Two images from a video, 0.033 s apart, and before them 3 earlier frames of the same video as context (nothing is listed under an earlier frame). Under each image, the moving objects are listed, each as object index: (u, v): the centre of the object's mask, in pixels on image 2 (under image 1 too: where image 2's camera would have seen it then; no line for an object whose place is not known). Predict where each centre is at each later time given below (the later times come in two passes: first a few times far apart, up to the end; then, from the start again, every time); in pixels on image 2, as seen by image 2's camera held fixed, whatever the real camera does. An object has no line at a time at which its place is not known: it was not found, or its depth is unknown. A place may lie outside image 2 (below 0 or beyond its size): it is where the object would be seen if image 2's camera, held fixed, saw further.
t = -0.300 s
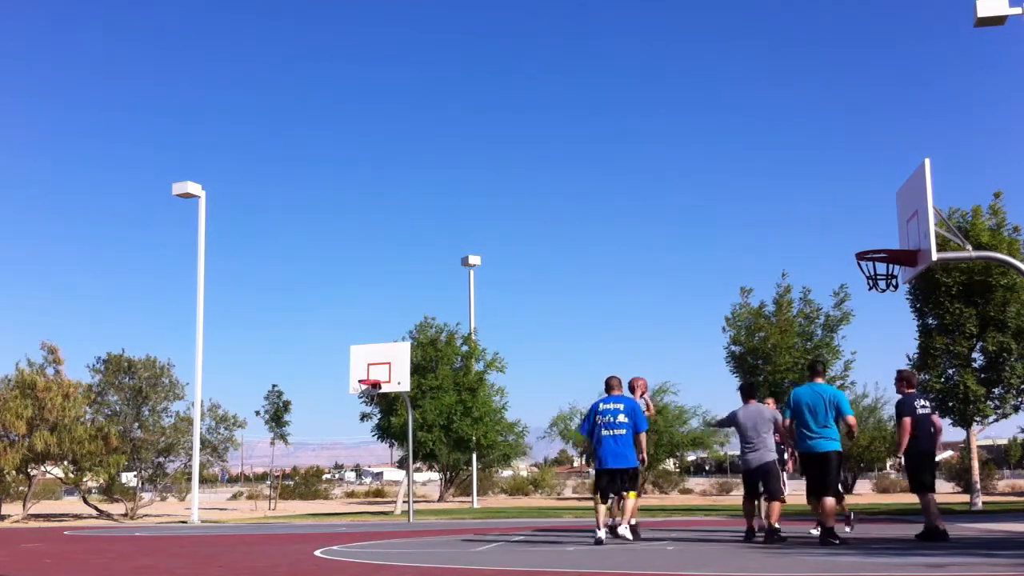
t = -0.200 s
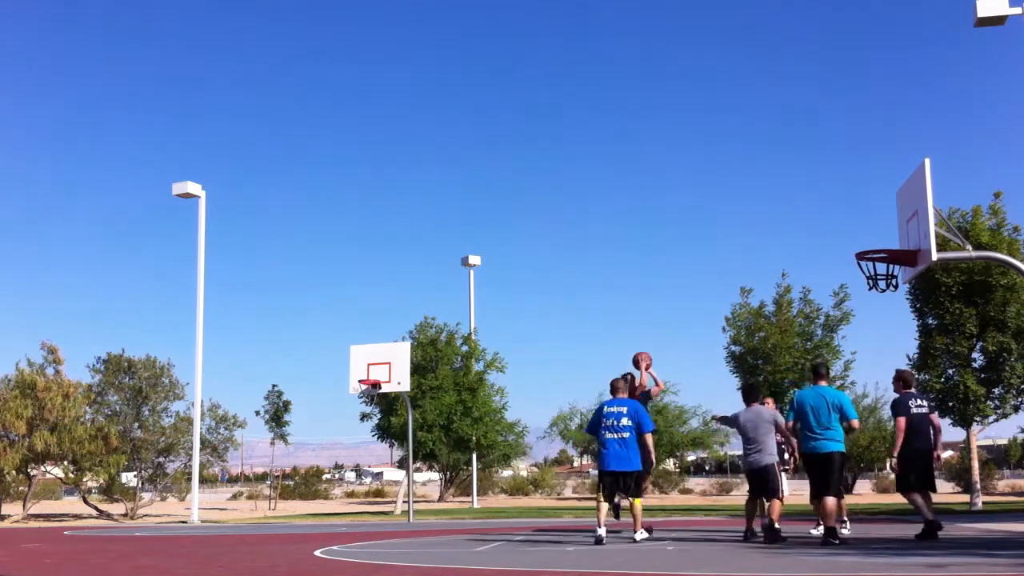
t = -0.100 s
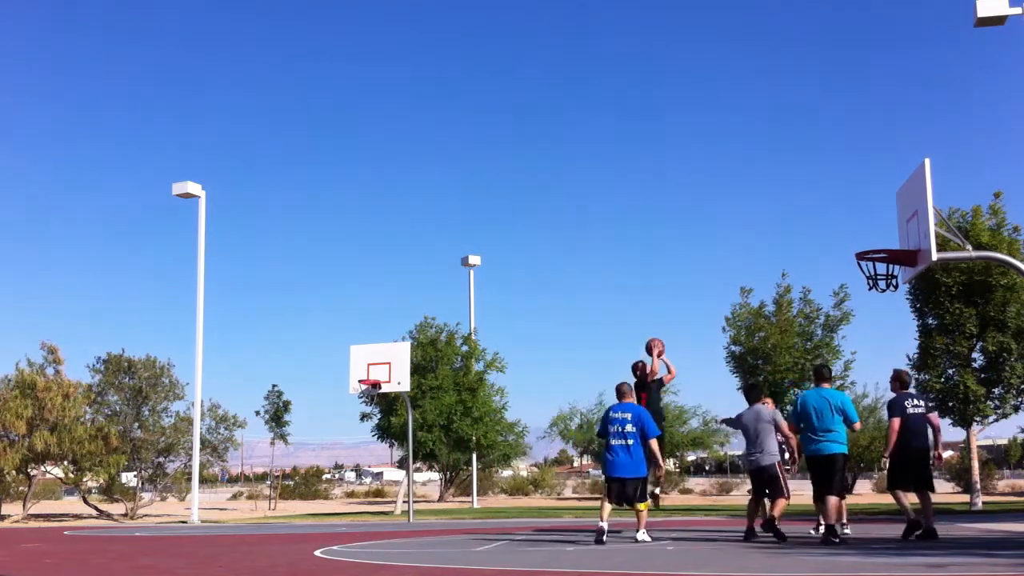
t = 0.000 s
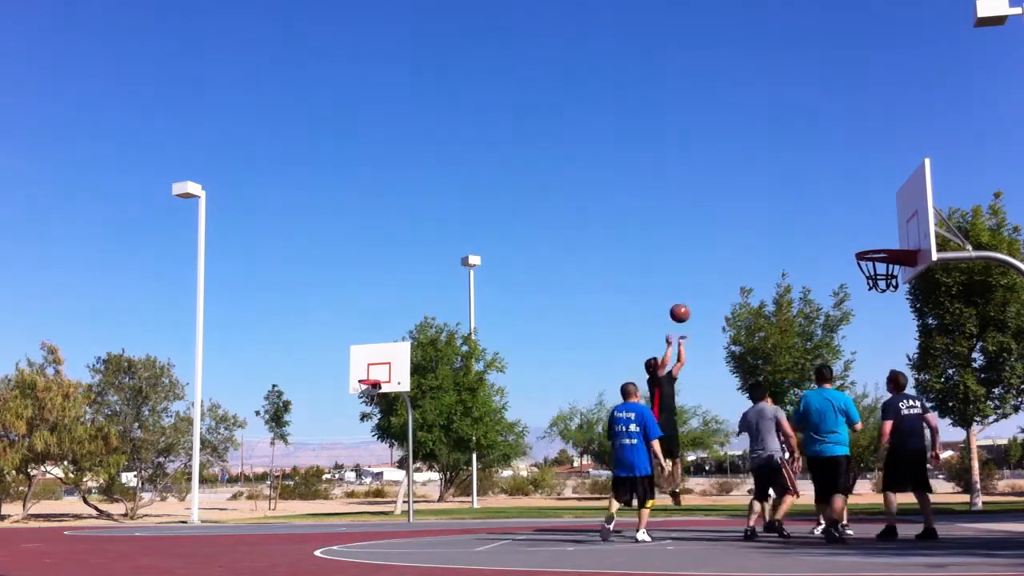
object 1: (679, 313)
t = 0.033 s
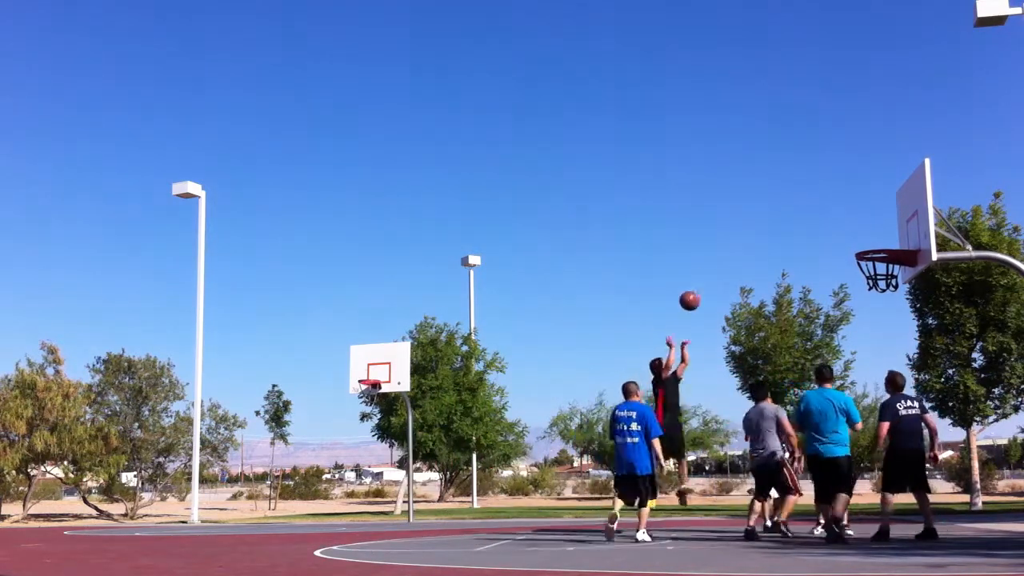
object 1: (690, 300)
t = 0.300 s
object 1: (771, 231)
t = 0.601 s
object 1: (875, 219)
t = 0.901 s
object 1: (885, 237)
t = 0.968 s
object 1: (899, 233)
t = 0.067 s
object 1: (699, 289)
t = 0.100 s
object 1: (709, 278)
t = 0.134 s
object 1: (719, 268)
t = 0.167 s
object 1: (729, 260)
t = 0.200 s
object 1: (739, 251)
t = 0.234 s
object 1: (750, 244)
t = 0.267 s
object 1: (760, 237)
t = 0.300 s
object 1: (771, 231)
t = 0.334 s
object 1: (782, 226)
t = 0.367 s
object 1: (793, 222)
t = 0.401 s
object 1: (804, 219)
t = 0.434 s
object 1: (815, 217)
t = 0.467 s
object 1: (827, 215)
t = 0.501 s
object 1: (839, 215)
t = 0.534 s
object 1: (851, 216)
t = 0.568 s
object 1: (863, 217)
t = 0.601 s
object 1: (875, 219)
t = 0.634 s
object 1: (887, 223)
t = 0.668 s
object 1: (900, 227)
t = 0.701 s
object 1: (891, 232)
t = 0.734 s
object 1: (882, 237)
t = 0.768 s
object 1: (873, 243)
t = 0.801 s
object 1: (865, 249)
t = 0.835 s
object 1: (871, 244)
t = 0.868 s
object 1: (878, 240)
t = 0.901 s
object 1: (885, 237)
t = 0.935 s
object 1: (892, 234)
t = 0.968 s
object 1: (899, 233)
